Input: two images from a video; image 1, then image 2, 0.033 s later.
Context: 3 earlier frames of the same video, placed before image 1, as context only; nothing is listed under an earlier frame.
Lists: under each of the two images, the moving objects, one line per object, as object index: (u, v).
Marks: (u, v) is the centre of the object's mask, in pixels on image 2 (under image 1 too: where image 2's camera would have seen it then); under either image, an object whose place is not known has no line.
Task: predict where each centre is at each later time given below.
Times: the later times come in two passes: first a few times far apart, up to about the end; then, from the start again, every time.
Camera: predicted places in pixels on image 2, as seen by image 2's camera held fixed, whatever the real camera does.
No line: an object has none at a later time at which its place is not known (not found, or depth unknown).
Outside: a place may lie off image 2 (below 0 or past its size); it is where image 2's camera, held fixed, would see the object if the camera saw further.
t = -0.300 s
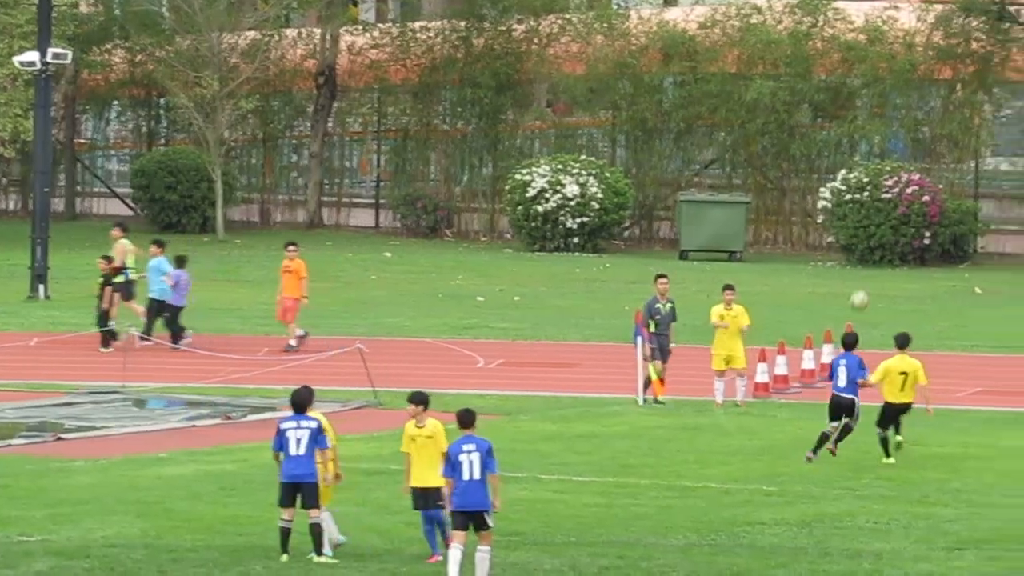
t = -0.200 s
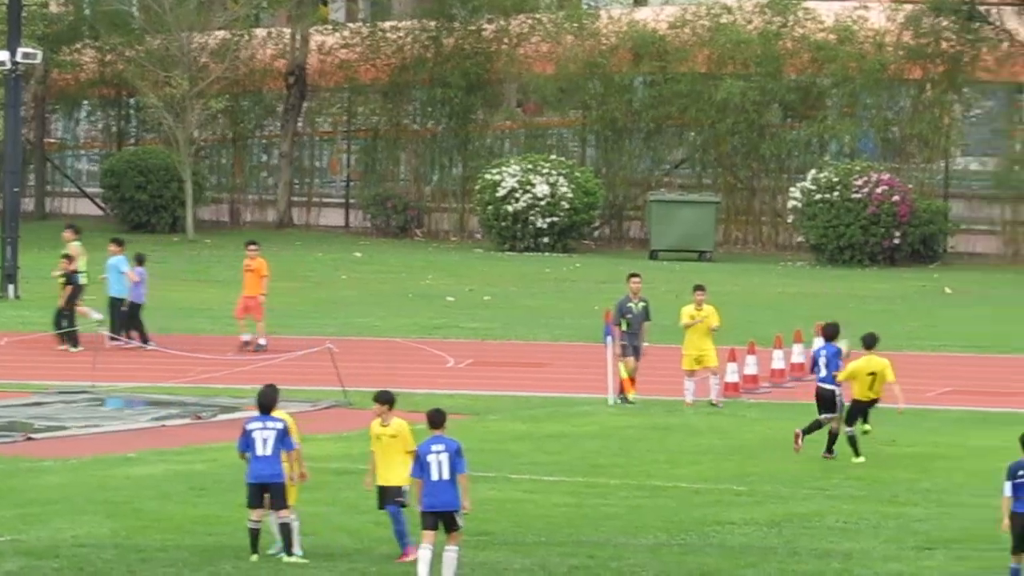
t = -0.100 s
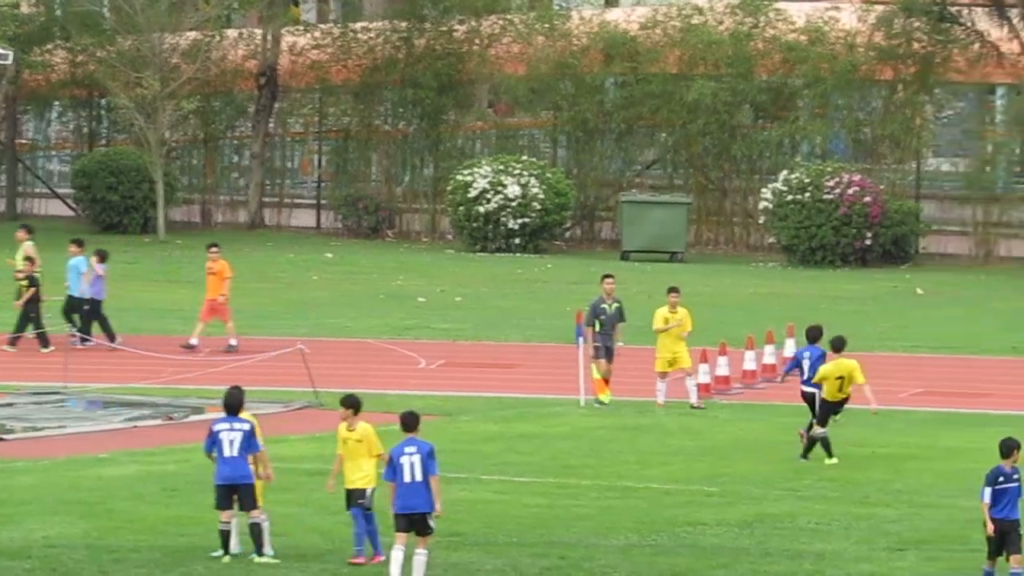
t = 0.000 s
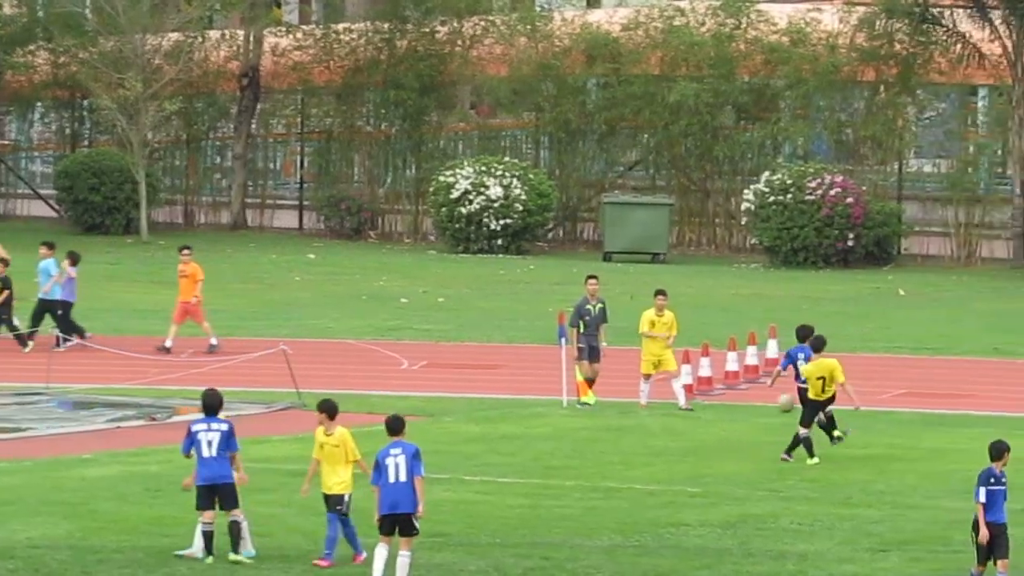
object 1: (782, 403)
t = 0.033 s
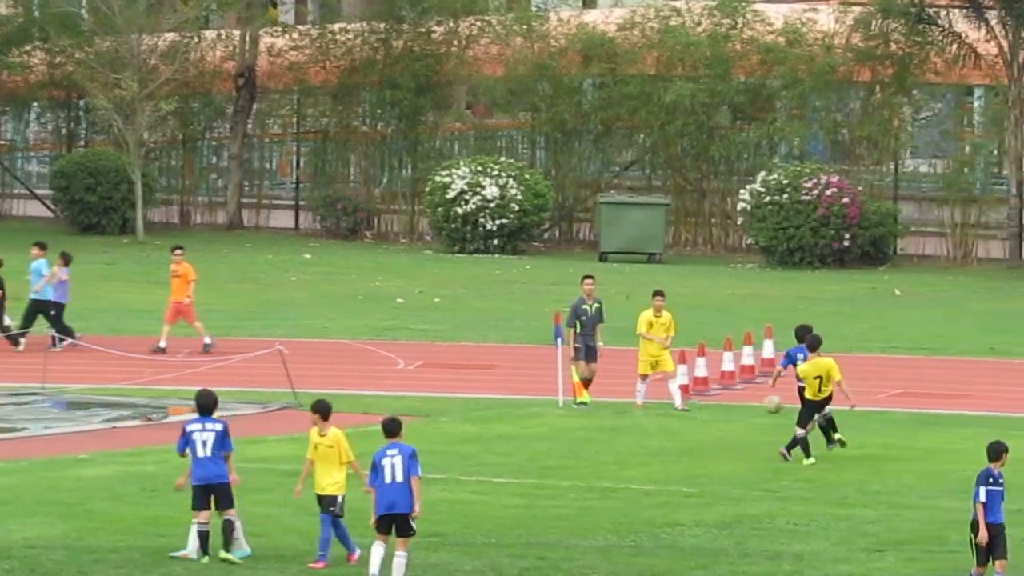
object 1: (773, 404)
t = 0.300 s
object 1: (706, 443)
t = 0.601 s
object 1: (639, 436)
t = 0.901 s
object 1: (577, 448)
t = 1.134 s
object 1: (534, 452)
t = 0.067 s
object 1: (765, 406)
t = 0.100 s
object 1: (756, 408)
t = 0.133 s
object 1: (747, 412)
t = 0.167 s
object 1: (739, 416)
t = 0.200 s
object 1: (731, 422)
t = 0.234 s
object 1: (722, 428)
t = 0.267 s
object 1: (714, 436)
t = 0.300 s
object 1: (706, 443)
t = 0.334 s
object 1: (697, 451)
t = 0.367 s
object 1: (690, 450)
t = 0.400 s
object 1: (682, 445)
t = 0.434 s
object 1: (675, 441)
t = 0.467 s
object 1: (667, 438)
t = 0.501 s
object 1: (660, 436)
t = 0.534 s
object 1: (653, 435)
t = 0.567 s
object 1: (646, 435)
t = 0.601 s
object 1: (639, 436)
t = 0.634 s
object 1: (631, 437)
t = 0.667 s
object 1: (624, 440)
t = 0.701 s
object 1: (617, 443)
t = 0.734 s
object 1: (610, 448)
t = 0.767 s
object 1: (603, 452)
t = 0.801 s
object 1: (596, 452)
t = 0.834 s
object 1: (590, 451)
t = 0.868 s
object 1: (584, 449)
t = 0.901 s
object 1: (577, 448)
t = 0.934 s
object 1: (571, 448)
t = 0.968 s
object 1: (565, 449)
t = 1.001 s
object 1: (559, 451)
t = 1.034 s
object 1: (553, 453)
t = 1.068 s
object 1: (547, 453)
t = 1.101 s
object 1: (540, 453)
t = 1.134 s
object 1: (534, 452)
